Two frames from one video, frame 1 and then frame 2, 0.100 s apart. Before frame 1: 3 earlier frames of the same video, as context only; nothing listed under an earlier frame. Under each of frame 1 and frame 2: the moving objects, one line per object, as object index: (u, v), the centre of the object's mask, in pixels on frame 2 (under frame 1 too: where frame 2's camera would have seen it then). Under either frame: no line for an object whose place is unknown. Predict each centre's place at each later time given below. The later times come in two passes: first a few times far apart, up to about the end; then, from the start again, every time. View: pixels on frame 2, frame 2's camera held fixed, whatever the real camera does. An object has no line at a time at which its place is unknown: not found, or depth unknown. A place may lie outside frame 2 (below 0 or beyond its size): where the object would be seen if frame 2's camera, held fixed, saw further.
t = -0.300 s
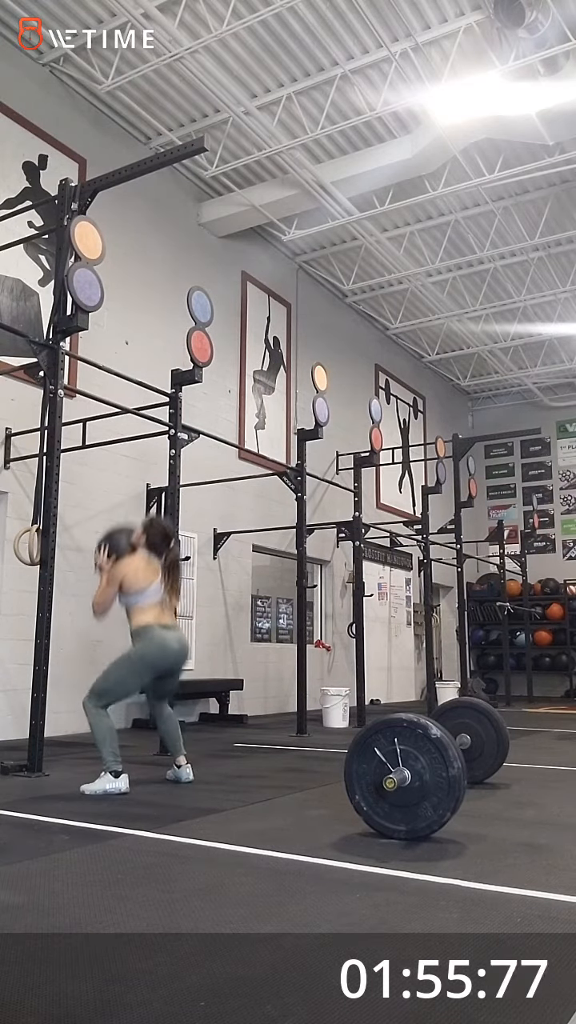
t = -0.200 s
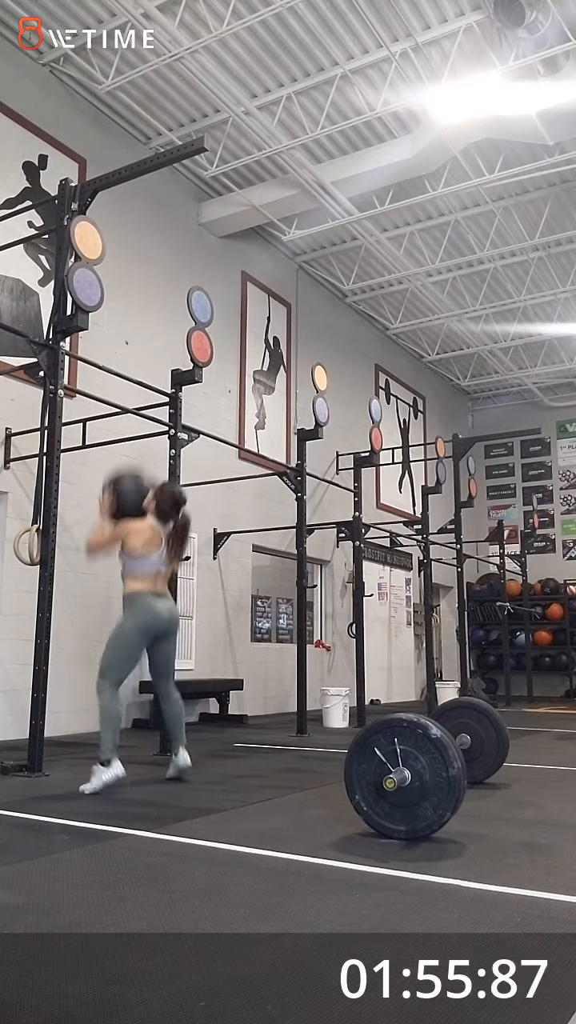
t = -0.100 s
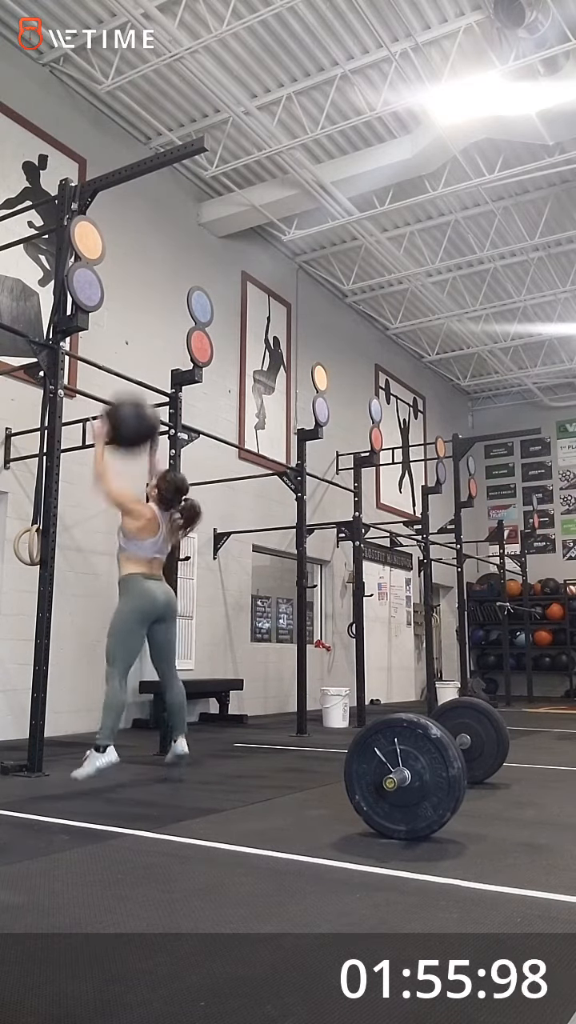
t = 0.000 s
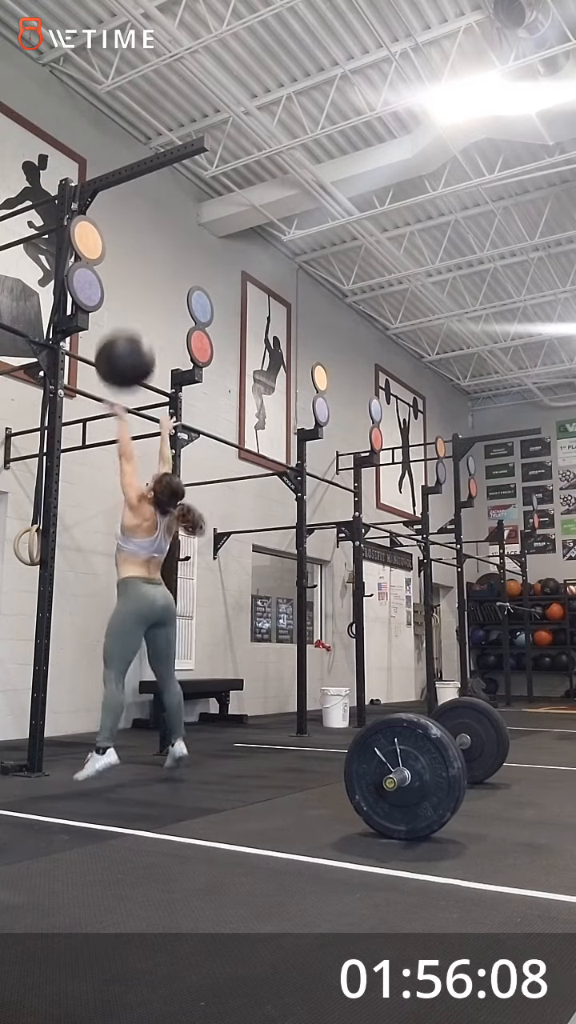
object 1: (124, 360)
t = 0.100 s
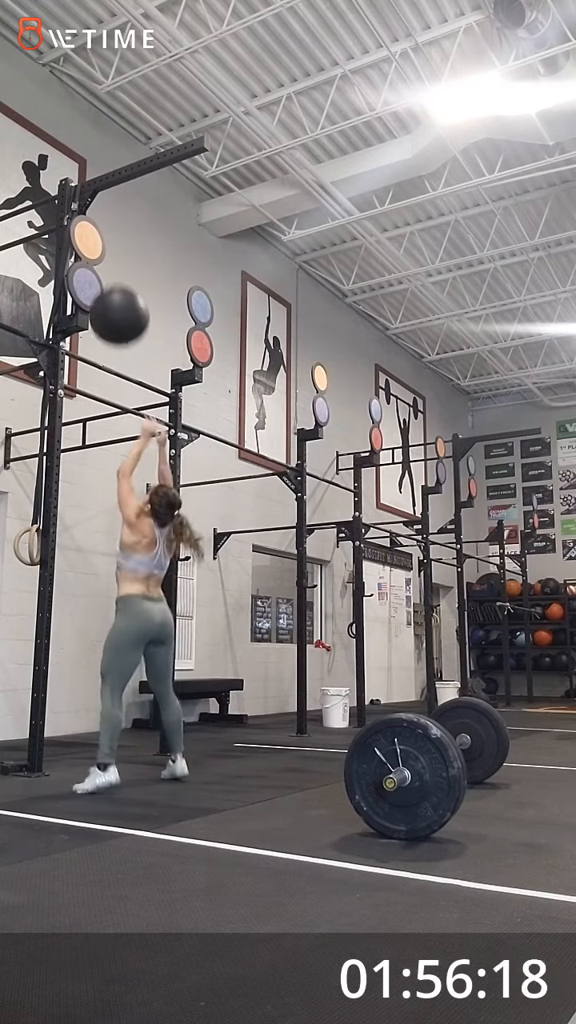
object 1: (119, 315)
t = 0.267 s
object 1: (107, 277)
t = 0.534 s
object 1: (111, 298)
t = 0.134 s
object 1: (117, 304)
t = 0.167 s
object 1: (115, 295)
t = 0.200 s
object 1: (113, 286)
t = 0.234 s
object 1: (111, 281)
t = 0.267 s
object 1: (107, 277)
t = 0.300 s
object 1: (105, 275)
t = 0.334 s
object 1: (105, 274)
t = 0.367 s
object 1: (106, 274)
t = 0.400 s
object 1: (107, 275)
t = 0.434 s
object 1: (108, 278)
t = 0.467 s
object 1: (110, 283)
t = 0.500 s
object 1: (110, 290)
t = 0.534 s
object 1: (111, 298)
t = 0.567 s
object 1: (112, 309)
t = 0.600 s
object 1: (112, 321)
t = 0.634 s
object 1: (113, 335)
